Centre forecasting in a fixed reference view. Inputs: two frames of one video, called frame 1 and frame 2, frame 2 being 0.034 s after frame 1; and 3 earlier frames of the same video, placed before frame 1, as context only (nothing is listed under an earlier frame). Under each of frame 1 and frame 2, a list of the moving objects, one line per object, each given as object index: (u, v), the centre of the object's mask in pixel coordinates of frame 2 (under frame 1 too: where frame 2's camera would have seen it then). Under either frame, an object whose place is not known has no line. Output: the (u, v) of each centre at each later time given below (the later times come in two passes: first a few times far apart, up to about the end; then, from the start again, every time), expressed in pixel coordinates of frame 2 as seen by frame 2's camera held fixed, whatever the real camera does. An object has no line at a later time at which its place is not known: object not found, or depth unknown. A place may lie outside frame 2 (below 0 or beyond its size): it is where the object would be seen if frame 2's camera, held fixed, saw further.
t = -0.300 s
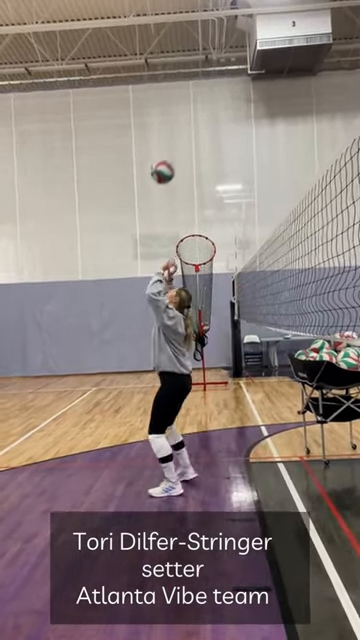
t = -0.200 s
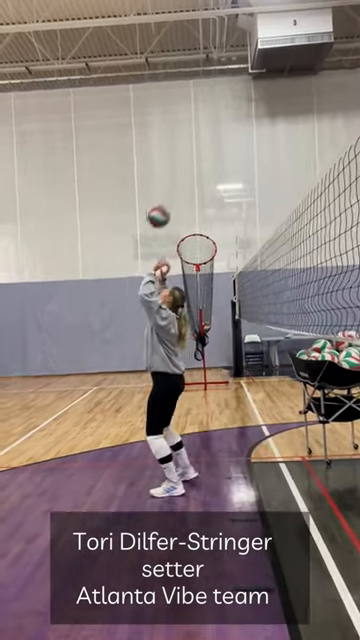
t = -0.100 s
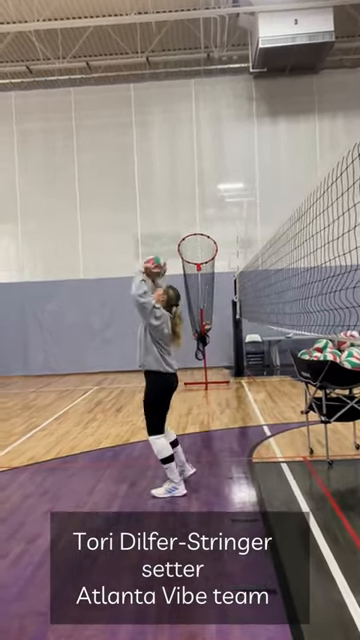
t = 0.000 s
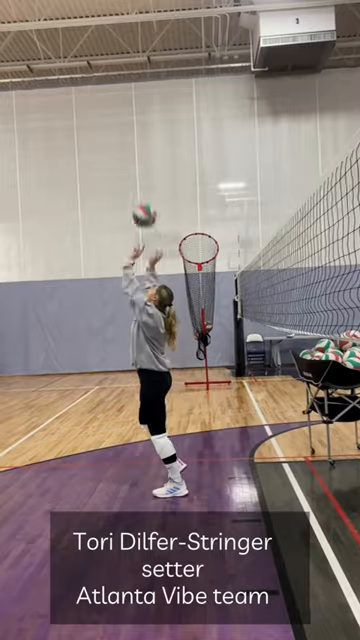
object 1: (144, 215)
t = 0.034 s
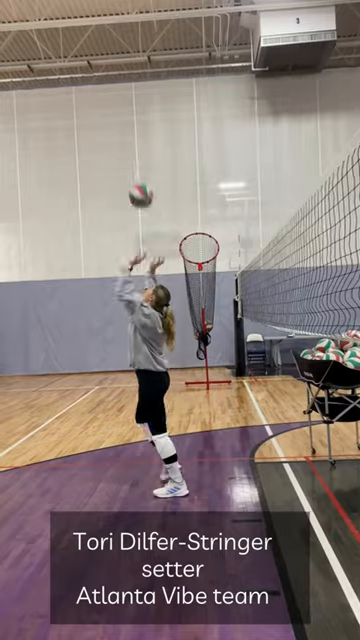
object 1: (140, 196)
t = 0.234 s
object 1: (119, 107)
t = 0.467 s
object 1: (97, 64)
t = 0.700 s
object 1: (80, 84)
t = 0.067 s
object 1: (136, 177)
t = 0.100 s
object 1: (133, 160)
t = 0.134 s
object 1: (129, 145)
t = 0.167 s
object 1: (125, 130)
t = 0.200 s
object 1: (122, 117)
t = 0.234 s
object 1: (119, 107)
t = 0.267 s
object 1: (115, 96)
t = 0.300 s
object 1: (112, 87)
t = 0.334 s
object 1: (109, 80)
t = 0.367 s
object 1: (106, 74)
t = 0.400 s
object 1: (103, 69)
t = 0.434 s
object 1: (100, 66)
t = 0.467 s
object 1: (97, 64)
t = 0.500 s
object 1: (95, 63)
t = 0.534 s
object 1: (92, 63)
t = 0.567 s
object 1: (90, 65)
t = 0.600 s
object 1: (88, 67)
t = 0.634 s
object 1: (85, 71)
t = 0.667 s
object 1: (84, 77)
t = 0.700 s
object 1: (80, 84)
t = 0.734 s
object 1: (78, 92)
